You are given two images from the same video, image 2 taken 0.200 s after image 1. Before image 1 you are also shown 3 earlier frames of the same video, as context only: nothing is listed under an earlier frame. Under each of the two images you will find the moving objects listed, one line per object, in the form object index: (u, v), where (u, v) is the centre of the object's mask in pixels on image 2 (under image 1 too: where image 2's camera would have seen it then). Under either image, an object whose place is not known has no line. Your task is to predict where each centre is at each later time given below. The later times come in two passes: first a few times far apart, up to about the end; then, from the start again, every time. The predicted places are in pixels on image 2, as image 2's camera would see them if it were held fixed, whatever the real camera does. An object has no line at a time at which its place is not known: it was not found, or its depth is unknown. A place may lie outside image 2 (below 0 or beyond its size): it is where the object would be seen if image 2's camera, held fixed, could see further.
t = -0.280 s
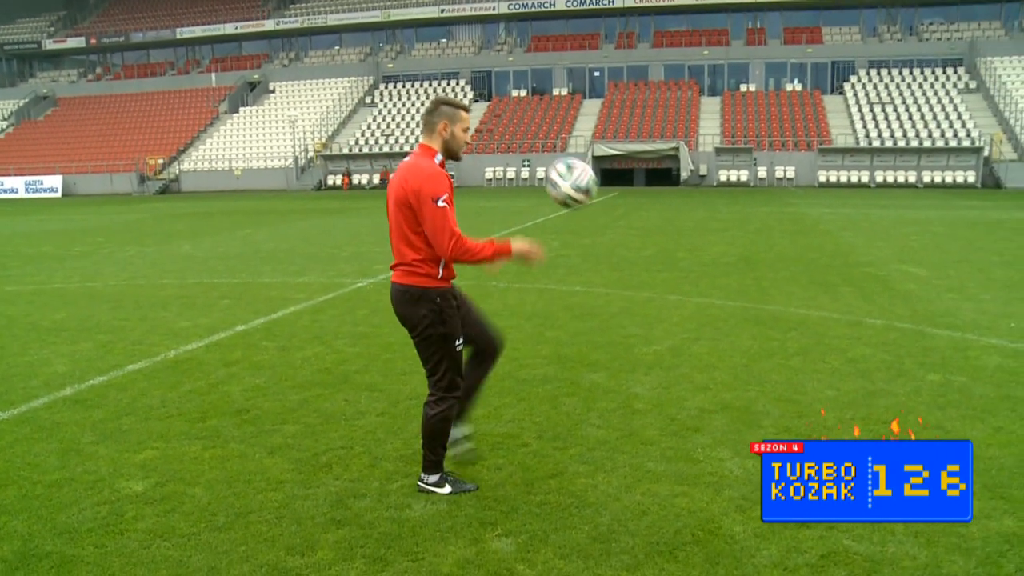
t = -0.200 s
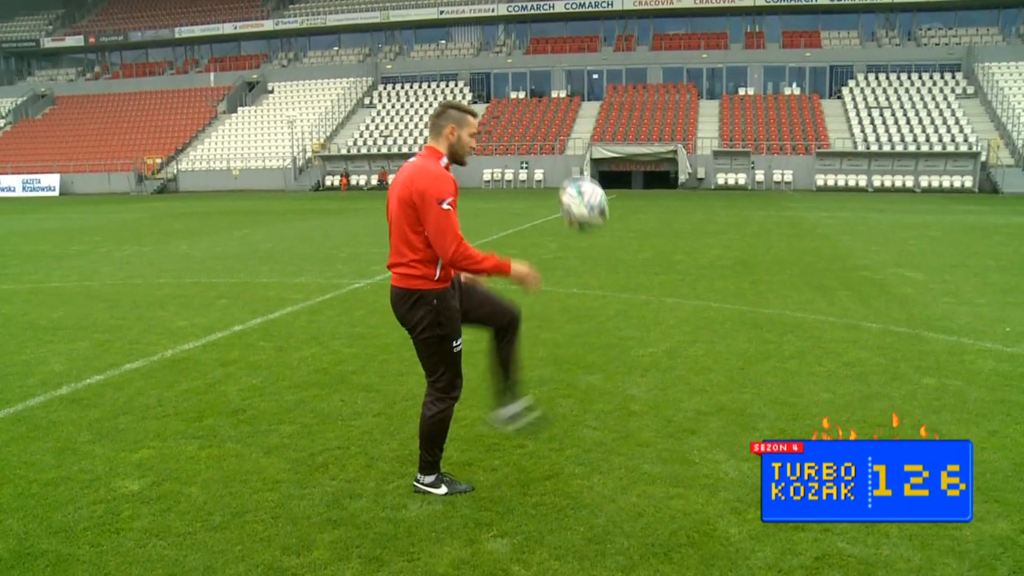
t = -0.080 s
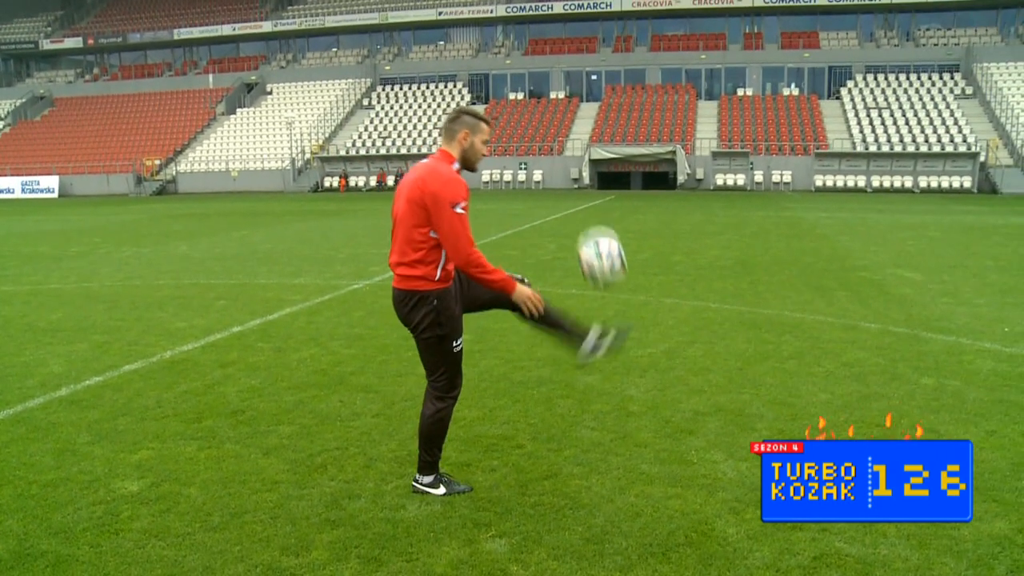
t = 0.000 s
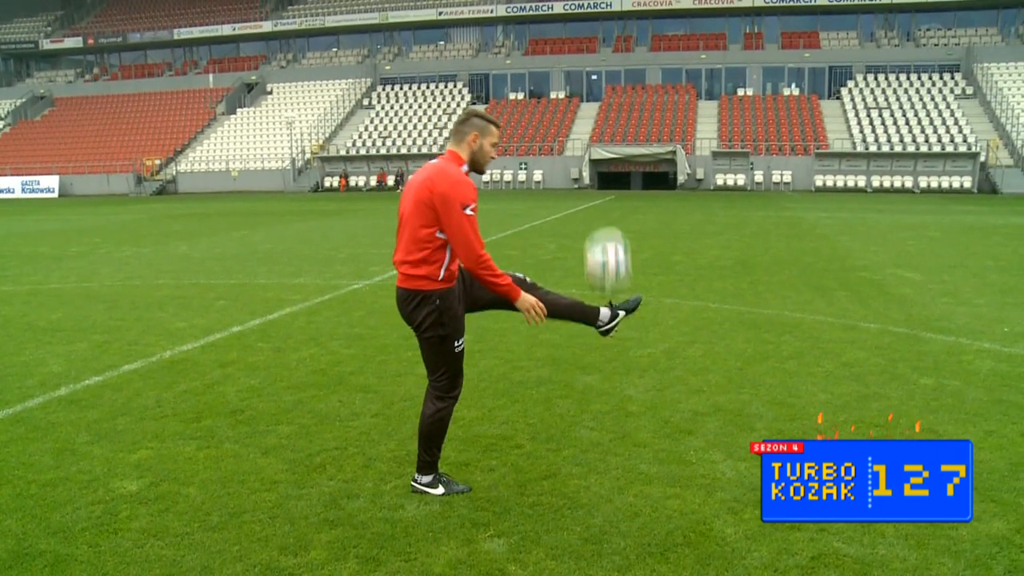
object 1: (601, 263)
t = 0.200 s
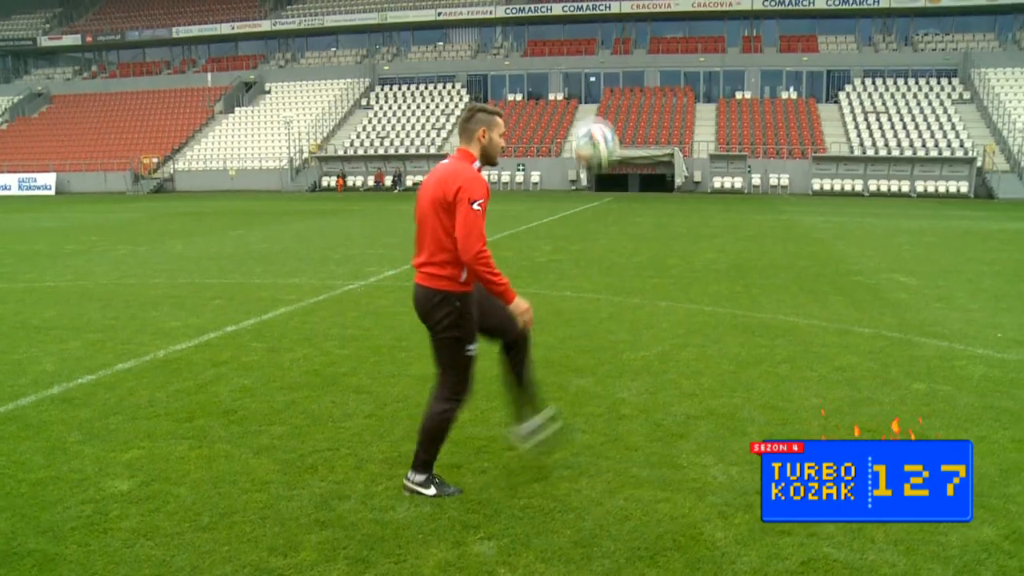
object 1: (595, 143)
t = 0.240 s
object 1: (594, 129)
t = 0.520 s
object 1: (583, 121)
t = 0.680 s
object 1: (577, 188)
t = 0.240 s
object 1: (594, 129)
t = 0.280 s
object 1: (592, 119)
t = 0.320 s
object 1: (590, 112)
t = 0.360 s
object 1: (588, 107)
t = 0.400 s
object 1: (587, 107)
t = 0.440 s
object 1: (586, 108)
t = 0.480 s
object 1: (585, 113)
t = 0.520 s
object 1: (583, 121)
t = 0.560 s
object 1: (581, 132)
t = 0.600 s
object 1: (580, 147)
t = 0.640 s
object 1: (579, 166)
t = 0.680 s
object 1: (577, 188)
